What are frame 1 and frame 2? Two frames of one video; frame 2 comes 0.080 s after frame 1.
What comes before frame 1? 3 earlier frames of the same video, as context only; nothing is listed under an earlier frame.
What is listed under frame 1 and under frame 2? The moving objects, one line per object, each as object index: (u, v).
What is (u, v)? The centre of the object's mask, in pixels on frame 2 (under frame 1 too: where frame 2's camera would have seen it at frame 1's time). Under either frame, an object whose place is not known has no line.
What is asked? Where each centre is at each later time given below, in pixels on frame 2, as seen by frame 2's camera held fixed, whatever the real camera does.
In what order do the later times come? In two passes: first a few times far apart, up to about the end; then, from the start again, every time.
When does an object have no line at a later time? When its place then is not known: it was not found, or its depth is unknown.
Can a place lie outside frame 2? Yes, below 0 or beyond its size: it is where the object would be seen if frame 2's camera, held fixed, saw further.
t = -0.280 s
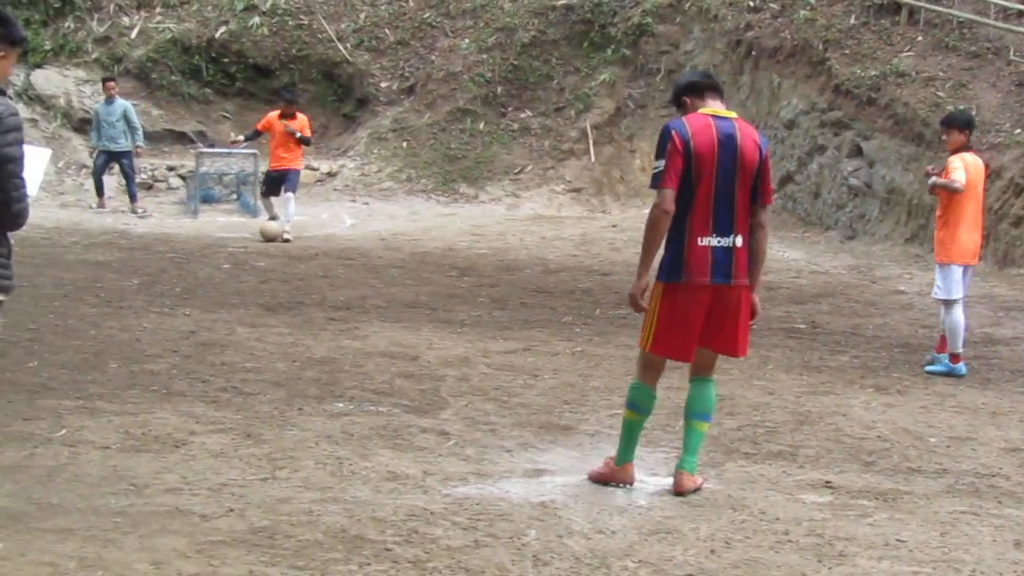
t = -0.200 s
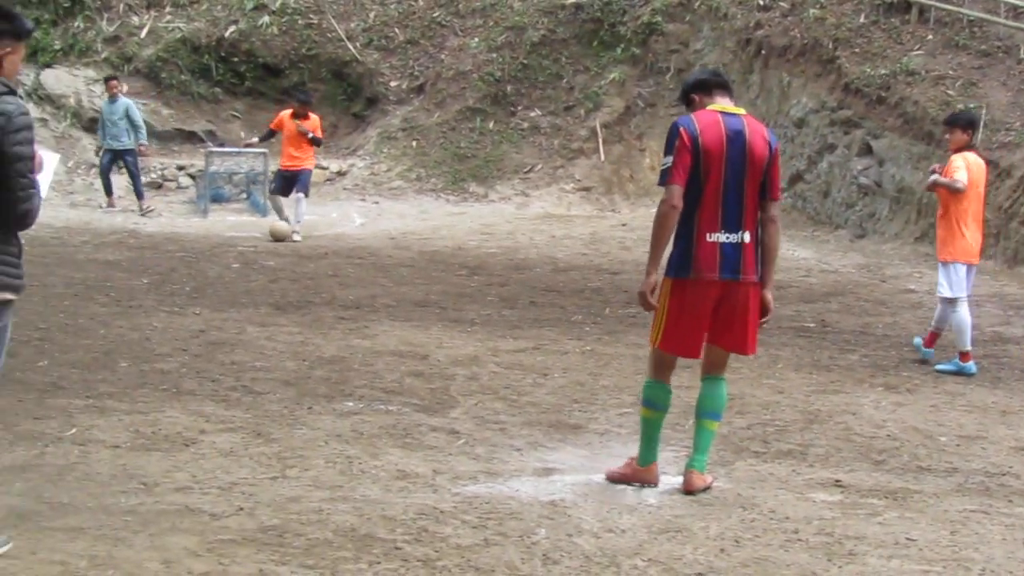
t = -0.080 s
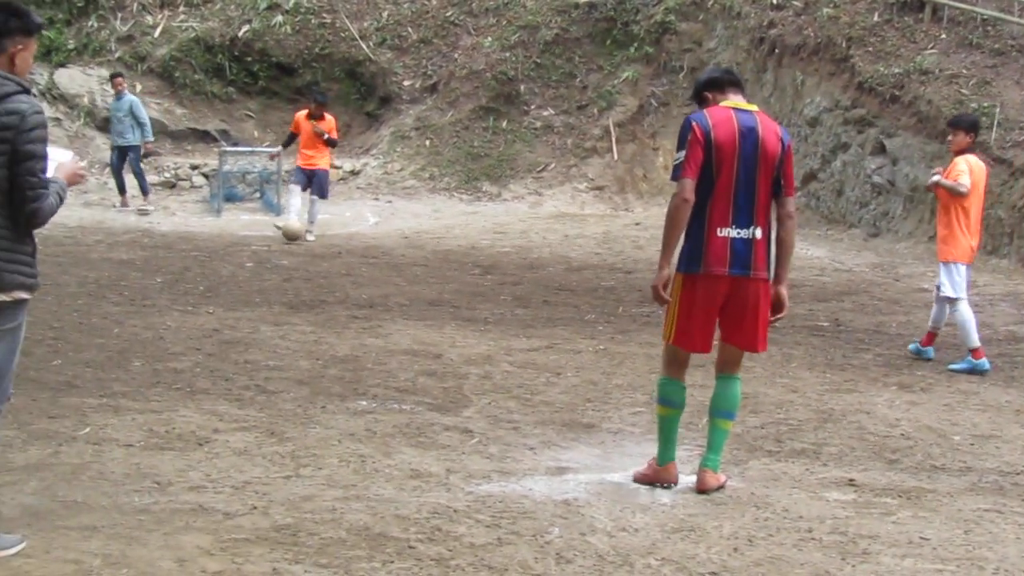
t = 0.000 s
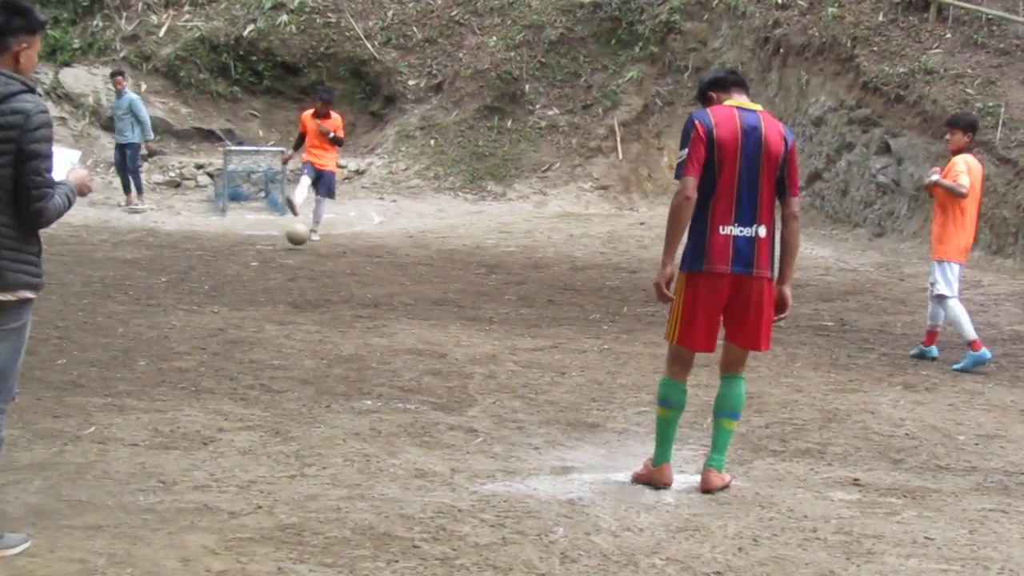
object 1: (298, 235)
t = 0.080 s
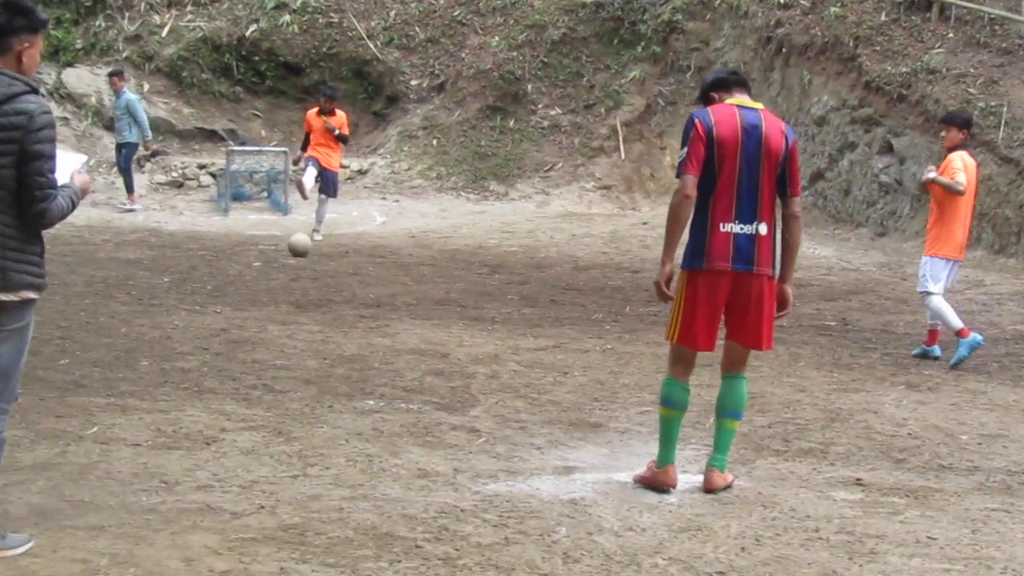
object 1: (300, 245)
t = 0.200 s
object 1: (302, 244)
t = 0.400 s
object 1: (306, 267)
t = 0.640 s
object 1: (321, 276)
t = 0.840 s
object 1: (333, 287)
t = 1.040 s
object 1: (346, 310)
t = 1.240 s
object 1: (358, 328)
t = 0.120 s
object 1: (300, 245)
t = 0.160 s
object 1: (301, 243)
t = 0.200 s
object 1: (302, 244)
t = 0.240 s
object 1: (303, 247)
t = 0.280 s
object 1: (304, 252)
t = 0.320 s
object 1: (304, 258)
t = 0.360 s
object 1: (305, 266)
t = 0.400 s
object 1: (306, 267)
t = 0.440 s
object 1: (309, 267)
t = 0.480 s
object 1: (311, 269)
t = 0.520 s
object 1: (313, 273)
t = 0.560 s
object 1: (315, 280)
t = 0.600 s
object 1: (318, 282)
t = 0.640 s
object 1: (321, 276)
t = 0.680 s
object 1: (323, 274)
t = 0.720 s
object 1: (325, 274)
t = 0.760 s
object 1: (328, 276)
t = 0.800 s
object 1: (330, 280)
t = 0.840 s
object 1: (333, 287)
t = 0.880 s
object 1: (336, 297)
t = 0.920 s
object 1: (337, 309)
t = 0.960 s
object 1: (340, 311)
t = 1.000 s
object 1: (343, 310)
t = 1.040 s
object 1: (346, 310)
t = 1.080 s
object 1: (349, 312)
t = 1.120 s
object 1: (351, 317)
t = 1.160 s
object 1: (354, 326)
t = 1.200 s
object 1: (356, 327)
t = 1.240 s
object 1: (358, 328)
